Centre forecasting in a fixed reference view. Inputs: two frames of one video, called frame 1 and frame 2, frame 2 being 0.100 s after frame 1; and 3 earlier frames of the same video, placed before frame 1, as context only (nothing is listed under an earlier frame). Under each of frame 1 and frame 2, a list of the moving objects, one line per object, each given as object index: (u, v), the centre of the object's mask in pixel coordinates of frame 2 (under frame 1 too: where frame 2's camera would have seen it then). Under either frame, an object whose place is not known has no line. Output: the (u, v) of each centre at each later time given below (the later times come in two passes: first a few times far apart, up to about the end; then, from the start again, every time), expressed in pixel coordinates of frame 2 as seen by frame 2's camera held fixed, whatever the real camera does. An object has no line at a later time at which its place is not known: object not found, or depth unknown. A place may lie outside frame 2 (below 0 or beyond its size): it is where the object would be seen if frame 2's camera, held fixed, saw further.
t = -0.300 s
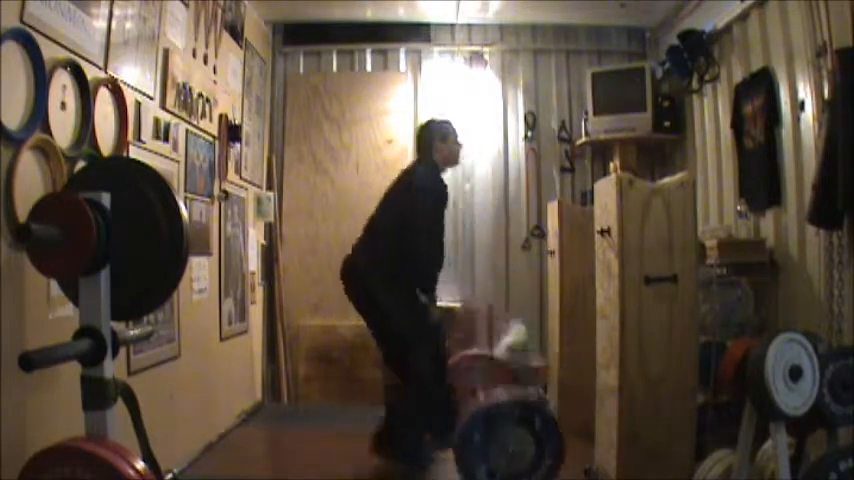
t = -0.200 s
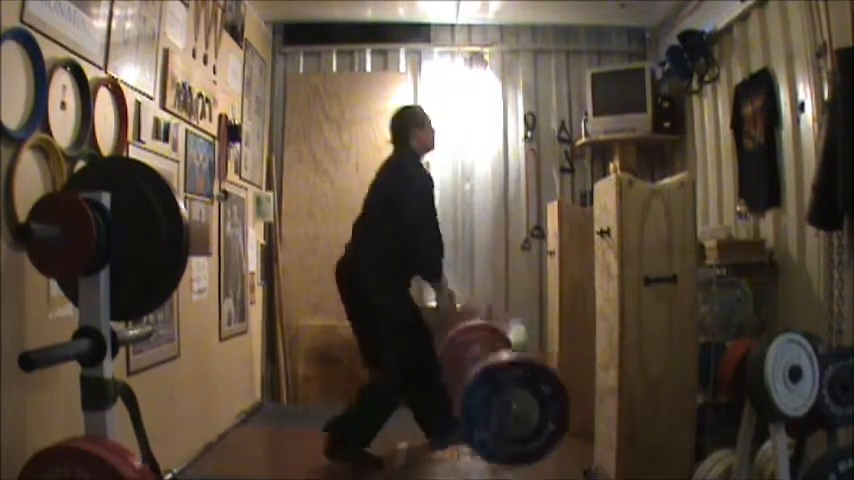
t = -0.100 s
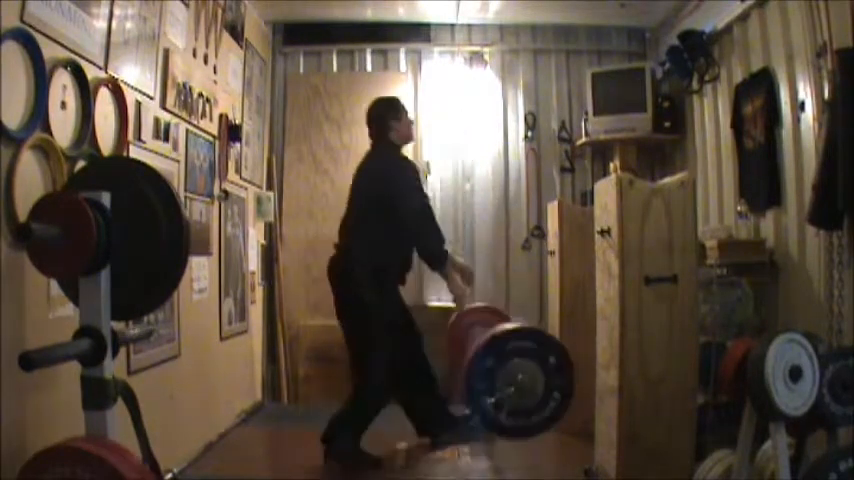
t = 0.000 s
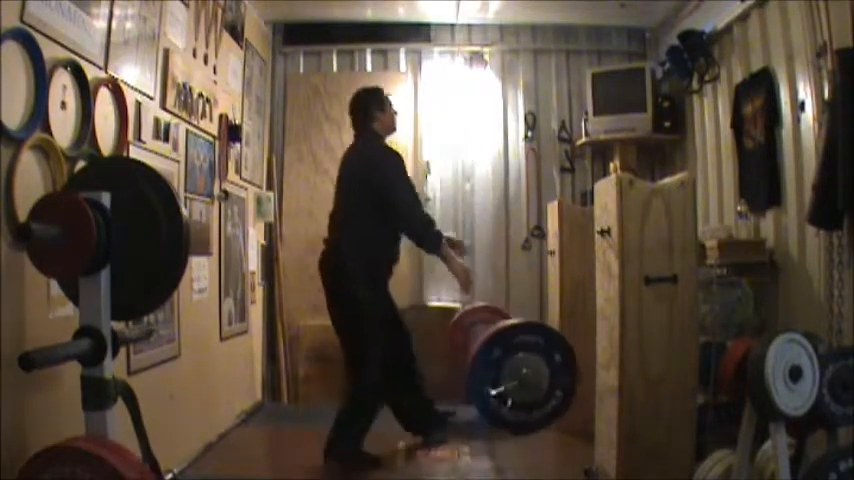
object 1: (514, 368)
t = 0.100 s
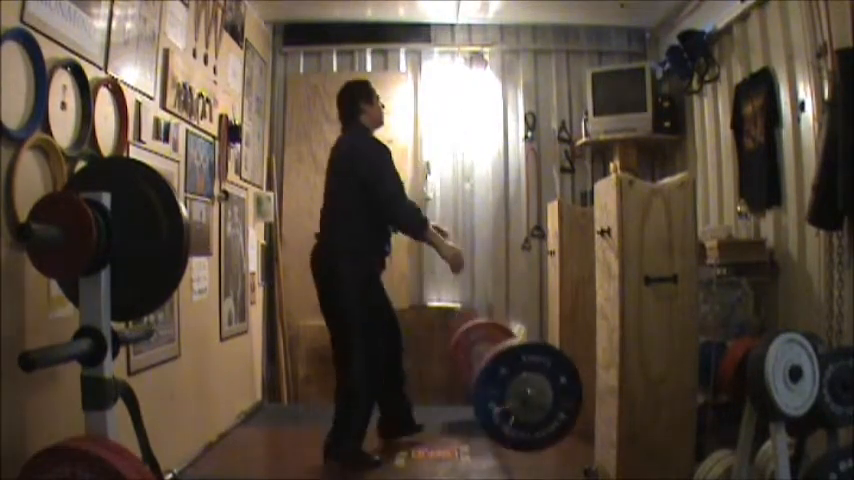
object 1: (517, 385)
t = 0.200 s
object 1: (517, 419)
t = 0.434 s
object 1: (529, 410)
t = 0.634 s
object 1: (534, 417)
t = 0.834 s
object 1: (540, 420)
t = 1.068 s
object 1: (541, 422)
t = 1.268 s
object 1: (542, 421)
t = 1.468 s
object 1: (542, 421)
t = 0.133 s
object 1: (517, 395)
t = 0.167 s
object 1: (518, 408)
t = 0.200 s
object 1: (517, 419)
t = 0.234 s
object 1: (517, 419)
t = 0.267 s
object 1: (519, 415)
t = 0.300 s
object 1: (522, 411)
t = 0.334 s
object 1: (524, 408)
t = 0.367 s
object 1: (525, 407)
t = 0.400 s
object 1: (526, 407)
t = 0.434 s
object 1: (529, 410)
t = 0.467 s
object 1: (530, 413)
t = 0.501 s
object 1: (530, 418)
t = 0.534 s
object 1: (529, 419)
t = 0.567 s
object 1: (531, 419)
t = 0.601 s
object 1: (533, 417)
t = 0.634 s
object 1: (534, 417)
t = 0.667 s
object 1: (536, 418)
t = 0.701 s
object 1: (537, 419)
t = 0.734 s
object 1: (537, 420)
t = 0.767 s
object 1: (538, 420)
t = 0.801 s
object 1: (540, 420)
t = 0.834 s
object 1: (540, 420)
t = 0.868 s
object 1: (541, 421)
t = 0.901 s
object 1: (540, 422)
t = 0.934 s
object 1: (541, 422)
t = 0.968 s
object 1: (541, 422)
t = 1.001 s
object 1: (541, 422)
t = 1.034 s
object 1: (541, 422)
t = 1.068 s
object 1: (541, 422)
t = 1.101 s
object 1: (541, 422)
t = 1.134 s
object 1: (541, 421)
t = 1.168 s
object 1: (542, 421)
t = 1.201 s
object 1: (542, 421)
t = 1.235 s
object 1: (542, 421)
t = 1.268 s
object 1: (542, 421)
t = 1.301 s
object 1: (542, 421)
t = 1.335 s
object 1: (542, 421)
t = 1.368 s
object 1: (542, 421)
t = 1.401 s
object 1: (542, 421)
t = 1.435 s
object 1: (542, 421)
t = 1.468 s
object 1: (542, 421)
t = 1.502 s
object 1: (542, 421)
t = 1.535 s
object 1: (542, 421)
